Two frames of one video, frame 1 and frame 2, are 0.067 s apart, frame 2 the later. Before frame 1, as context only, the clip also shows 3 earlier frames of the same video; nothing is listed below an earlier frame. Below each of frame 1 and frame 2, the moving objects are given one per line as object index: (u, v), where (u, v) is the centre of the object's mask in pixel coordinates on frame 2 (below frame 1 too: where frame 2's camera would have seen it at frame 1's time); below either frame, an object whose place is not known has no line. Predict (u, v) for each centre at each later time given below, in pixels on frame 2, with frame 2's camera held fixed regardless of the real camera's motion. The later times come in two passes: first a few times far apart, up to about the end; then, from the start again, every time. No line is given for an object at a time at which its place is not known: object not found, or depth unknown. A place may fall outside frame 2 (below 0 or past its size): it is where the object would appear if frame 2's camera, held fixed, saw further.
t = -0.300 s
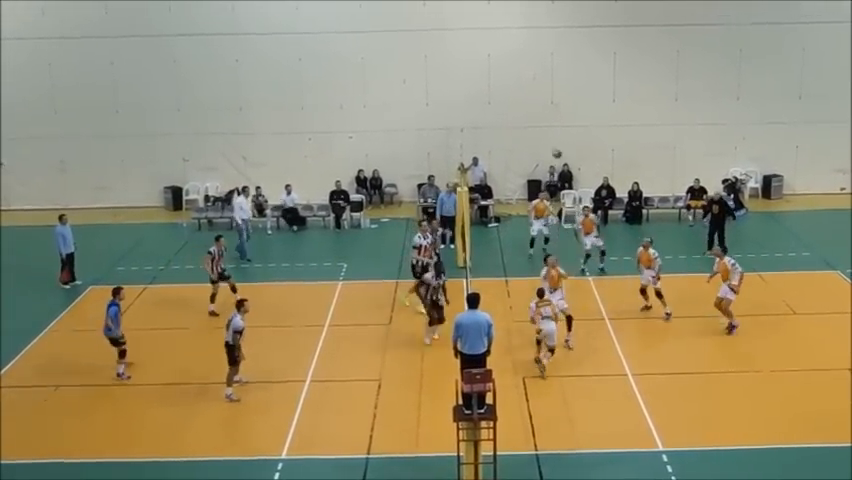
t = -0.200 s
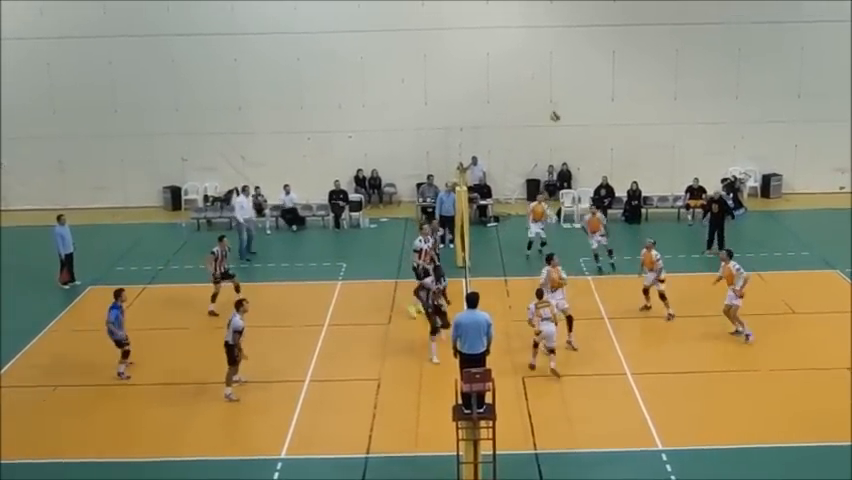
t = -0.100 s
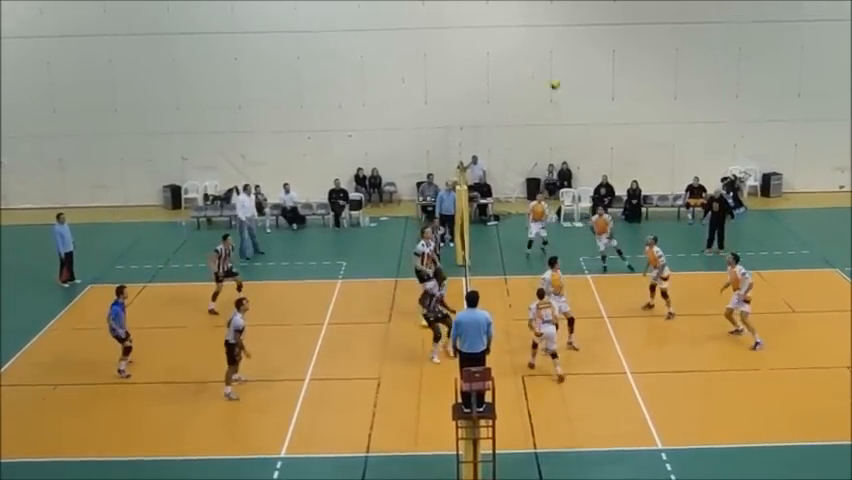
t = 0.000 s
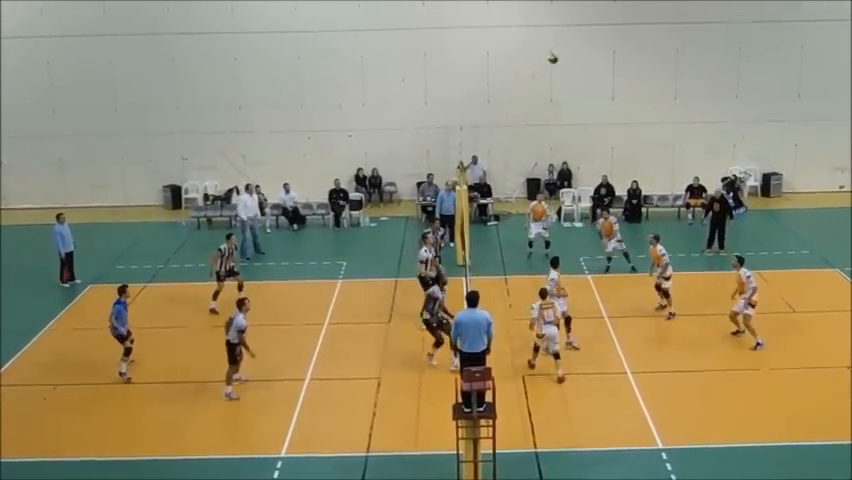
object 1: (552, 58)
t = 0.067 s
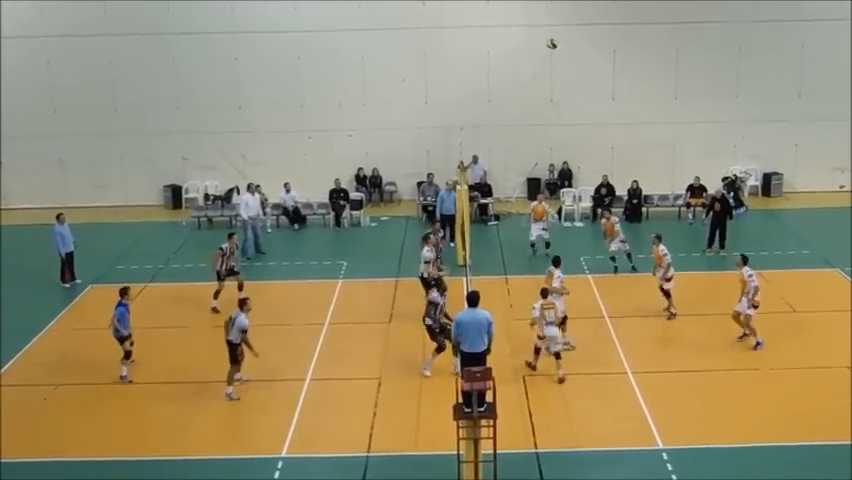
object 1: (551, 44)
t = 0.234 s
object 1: (549, 20)
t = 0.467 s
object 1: (546, 8)
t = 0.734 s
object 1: (540, 27)
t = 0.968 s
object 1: (536, 73)
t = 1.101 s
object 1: (534, 110)
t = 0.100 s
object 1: (551, 38)
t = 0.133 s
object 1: (550, 32)
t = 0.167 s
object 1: (550, 28)
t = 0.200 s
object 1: (549, 23)
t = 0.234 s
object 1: (549, 20)
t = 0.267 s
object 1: (548, 16)
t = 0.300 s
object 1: (547, 13)
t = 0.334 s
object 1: (547, 10)
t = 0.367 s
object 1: (546, 8)
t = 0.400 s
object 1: (546, 8)
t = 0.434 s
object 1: (545, 7)
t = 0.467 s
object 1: (546, 8)
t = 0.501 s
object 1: (546, 5)
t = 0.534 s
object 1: (545, 6)
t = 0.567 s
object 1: (544, 10)
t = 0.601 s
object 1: (543, 13)
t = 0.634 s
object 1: (541, 16)
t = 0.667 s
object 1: (541, 20)
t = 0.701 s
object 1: (539, 23)
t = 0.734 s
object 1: (540, 27)
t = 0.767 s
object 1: (540, 33)
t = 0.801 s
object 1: (539, 38)
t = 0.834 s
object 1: (538, 44)
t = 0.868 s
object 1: (539, 52)
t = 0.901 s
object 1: (537, 58)
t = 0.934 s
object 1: (537, 65)
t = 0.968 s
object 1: (536, 73)
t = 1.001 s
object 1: (535, 81)
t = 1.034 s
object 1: (535, 89)
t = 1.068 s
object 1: (535, 99)
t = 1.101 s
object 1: (534, 110)
